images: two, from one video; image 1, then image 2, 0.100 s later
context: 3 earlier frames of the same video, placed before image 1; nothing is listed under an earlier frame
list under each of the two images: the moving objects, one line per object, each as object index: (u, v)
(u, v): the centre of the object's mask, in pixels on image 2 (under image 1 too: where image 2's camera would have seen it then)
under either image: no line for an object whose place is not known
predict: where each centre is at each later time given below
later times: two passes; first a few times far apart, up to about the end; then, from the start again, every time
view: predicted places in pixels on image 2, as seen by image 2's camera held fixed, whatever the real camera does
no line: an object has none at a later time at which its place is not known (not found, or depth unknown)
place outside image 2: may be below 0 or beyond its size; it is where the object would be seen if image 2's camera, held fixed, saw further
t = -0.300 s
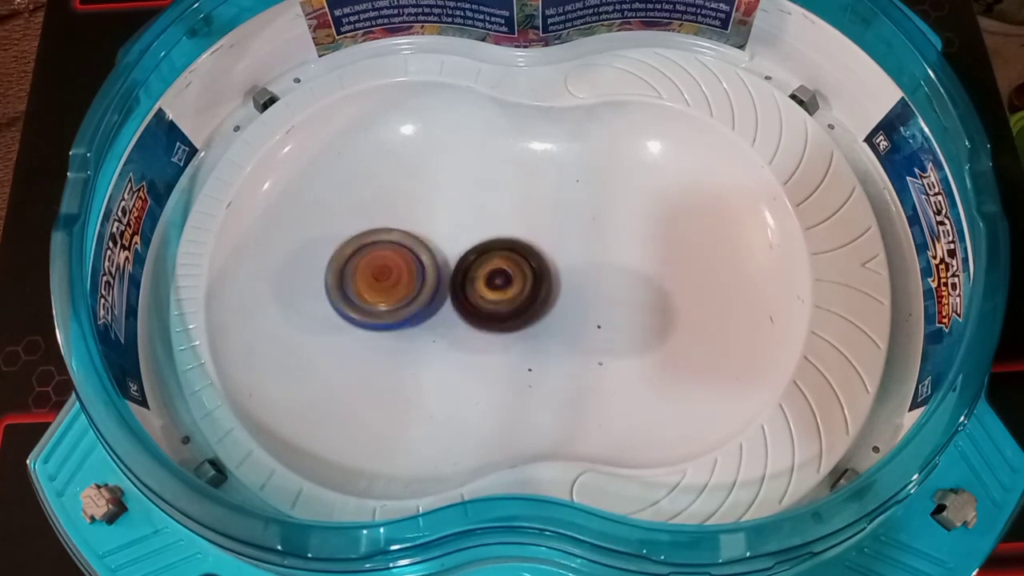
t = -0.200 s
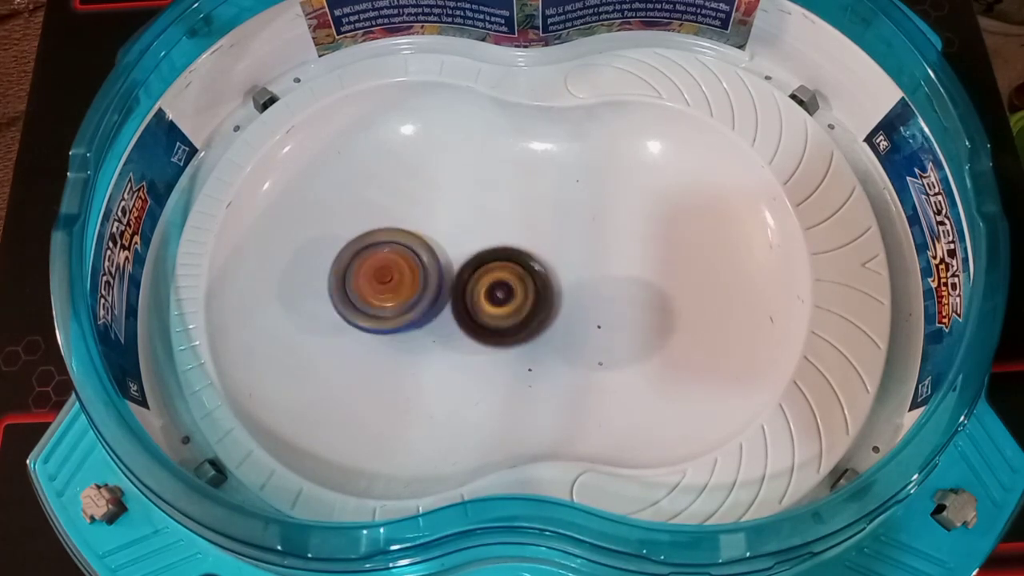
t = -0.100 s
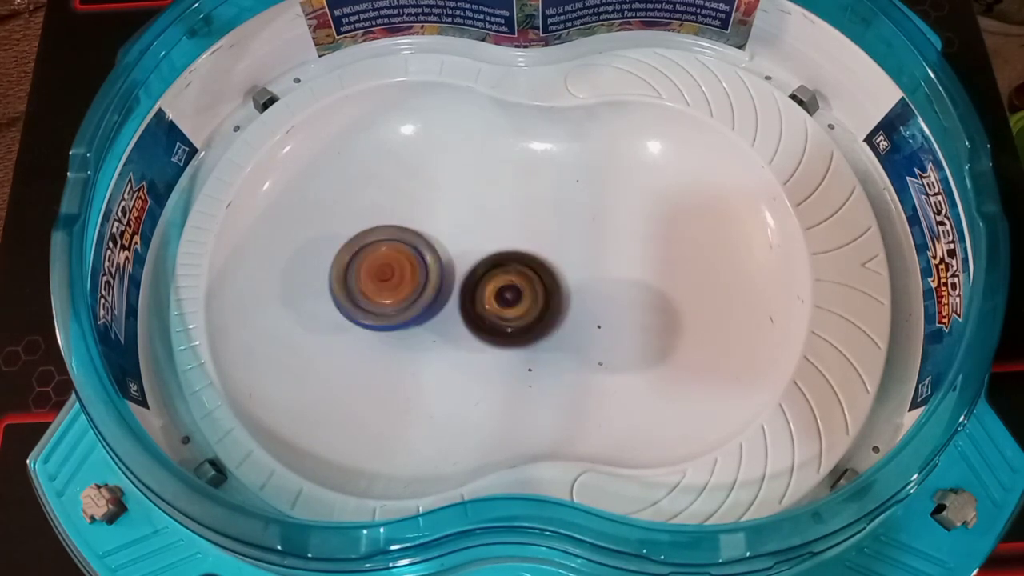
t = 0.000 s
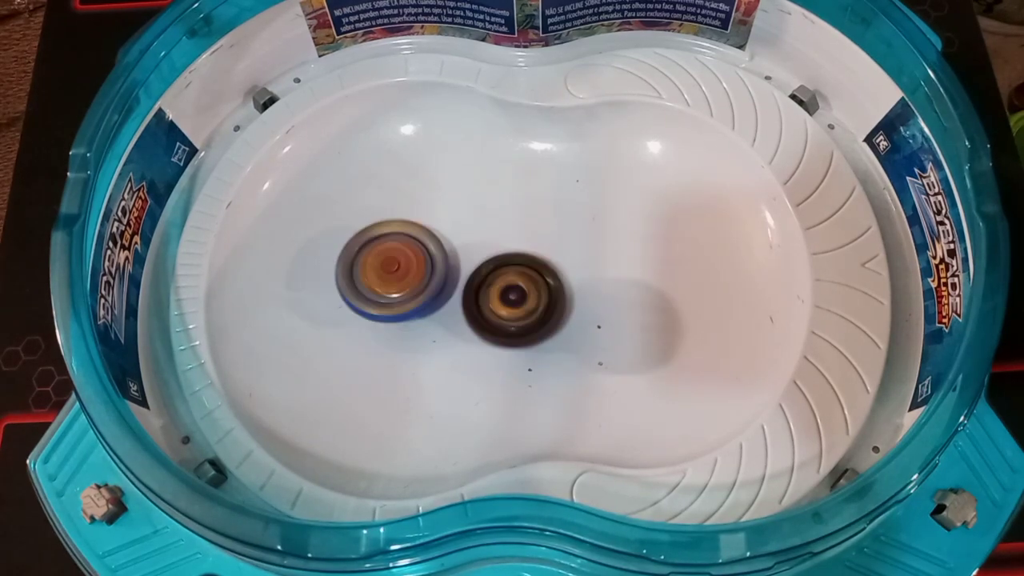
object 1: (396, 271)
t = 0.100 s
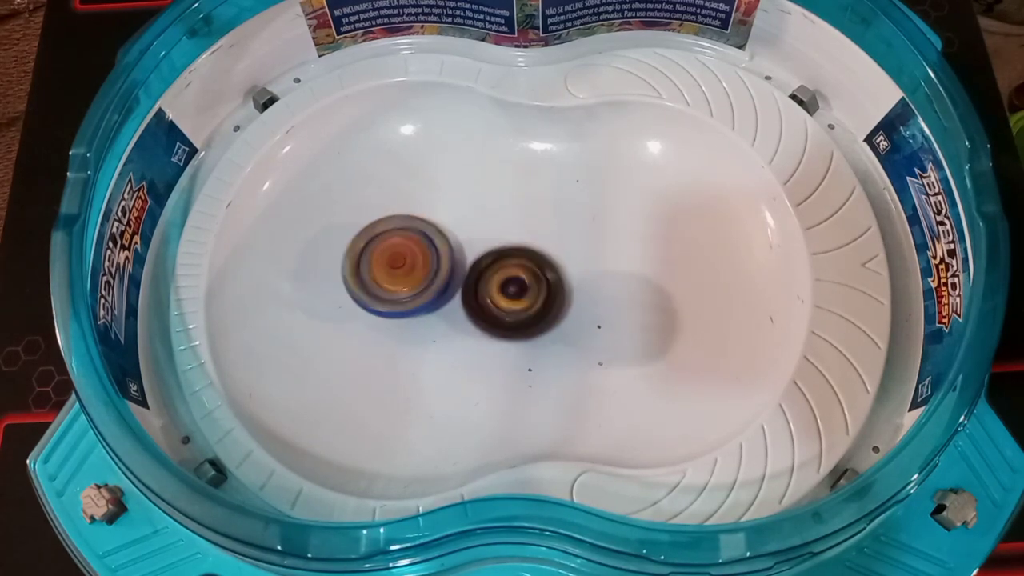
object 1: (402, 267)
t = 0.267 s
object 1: (405, 261)
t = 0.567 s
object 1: (392, 254)
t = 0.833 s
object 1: (406, 267)
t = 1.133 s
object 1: (411, 285)
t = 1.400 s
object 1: (402, 299)
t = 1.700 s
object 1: (409, 295)
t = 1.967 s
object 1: (396, 279)
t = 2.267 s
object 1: (378, 272)
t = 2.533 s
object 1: (379, 278)
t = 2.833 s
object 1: (388, 275)
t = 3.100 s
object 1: (387, 273)
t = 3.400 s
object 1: (399, 262)
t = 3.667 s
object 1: (382, 283)
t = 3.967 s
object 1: (376, 282)
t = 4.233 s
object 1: (383, 271)
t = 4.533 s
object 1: (378, 304)
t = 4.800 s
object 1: (379, 273)
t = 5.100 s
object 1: (380, 281)
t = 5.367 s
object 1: (380, 275)
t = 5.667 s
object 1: (380, 279)
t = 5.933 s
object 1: (380, 277)
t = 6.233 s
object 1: (379, 276)
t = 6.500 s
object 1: (379, 274)
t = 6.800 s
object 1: (379, 274)
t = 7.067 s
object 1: (379, 274)
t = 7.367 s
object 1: (379, 274)
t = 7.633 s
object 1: (379, 275)
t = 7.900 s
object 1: (379, 275)
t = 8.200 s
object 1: (379, 275)
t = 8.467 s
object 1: (379, 274)
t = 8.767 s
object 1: (379, 274)
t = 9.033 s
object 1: (379, 275)
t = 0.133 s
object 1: (405, 265)
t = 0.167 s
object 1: (406, 263)
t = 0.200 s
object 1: (408, 262)
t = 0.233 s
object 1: (408, 260)
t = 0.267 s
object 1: (405, 261)
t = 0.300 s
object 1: (406, 260)
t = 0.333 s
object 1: (405, 257)
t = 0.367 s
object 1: (401, 256)
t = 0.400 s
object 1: (397, 255)
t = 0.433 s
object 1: (395, 255)
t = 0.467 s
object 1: (394, 254)
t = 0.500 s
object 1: (392, 253)
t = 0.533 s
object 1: (391, 255)
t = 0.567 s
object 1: (392, 254)
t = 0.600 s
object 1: (392, 255)
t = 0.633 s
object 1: (393, 256)
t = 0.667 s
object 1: (394, 259)
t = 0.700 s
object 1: (396, 261)
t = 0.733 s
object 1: (398, 261)
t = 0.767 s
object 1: (399, 262)
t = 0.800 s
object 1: (402, 265)
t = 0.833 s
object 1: (406, 267)
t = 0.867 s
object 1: (409, 268)
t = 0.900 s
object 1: (411, 269)
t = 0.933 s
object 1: (413, 271)
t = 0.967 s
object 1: (415, 273)
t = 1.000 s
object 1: (418, 275)
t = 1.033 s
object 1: (419, 277)
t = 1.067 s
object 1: (419, 279)
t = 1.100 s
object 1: (415, 283)
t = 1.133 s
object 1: (411, 285)
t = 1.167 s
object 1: (409, 289)
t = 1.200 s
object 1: (410, 290)
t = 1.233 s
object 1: (410, 289)
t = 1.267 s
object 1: (408, 288)
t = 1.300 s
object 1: (405, 288)
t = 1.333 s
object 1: (402, 292)
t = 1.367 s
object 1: (402, 297)
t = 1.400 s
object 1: (402, 299)
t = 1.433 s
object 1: (403, 301)
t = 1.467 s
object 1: (403, 303)
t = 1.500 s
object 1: (403, 306)
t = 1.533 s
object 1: (405, 305)
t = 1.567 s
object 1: (405, 303)
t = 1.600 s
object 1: (403, 304)
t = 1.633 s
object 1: (405, 305)
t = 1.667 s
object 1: (407, 301)
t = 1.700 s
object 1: (409, 295)
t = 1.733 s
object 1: (408, 292)
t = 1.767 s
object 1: (406, 291)
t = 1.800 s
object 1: (406, 291)
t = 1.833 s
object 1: (405, 289)
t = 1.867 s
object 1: (405, 287)
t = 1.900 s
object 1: (403, 283)
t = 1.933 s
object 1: (399, 280)
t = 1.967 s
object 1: (396, 279)
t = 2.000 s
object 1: (394, 278)
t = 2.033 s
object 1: (392, 278)
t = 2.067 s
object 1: (392, 276)
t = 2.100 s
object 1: (389, 274)
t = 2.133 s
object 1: (385, 273)
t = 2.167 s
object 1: (381, 273)
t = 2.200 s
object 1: (377, 275)
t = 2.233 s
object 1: (379, 276)
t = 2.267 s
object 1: (378, 272)
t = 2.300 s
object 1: (377, 272)
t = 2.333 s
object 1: (379, 273)
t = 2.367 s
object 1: (380, 274)
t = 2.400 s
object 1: (380, 275)
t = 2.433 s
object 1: (379, 278)
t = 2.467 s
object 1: (380, 281)
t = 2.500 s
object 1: (380, 279)
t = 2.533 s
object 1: (379, 278)
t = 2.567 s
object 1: (376, 280)
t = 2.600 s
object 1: (378, 284)
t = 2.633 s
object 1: (381, 282)
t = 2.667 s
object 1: (382, 280)
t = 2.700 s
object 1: (383, 279)
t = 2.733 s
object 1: (382, 279)
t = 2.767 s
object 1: (383, 279)
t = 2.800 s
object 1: (386, 278)
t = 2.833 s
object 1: (388, 275)
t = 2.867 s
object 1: (389, 272)
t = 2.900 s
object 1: (390, 268)
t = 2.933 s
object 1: (388, 266)
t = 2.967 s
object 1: (387, 265)
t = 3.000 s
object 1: (386, 266)
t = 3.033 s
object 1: (385, 268)
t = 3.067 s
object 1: (385, 271)
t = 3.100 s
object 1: (387, 273)
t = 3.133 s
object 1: (389, 276)
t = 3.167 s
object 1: (394, 278)
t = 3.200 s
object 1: (400, 274)
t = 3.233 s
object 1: (403, 271)
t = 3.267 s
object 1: (403, 267)
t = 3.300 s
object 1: (402, 264)
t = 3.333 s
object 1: (401, 263)
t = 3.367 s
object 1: (399, 262)
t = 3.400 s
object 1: (399, 262)
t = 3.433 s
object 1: (396, 262)
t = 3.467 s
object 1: (391, 262)
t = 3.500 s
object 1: (388, 265)
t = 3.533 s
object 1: (386, 269)
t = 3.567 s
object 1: (385, 274)
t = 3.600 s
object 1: (381, 279)
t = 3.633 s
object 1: (383, 282)
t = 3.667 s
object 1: (382, 283)
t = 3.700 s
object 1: (383, 282)
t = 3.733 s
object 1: (382, 282)
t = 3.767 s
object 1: (382, 282)
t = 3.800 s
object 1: (380, 283)
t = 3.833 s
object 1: (377, 283)
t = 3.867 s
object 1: (376, 282)
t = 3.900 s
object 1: (375, 282)
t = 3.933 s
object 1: (375, 282)
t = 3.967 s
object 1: (376, 282)
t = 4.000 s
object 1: (377, 281)
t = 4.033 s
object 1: (380, 279)
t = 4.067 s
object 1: (382, 277)
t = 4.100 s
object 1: (384, 274)
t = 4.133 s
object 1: (385, 271)
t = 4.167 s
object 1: (385, 269)
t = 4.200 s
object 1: (384, 269)
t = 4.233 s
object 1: (383, 271)
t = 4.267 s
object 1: (382, 274)
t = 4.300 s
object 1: (383, 279)
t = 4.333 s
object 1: (384, 284)
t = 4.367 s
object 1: (384, 289)
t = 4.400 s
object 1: (384, 294)
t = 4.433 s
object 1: (382, 298)
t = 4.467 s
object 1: (380, 302)
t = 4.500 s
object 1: (378, 304)
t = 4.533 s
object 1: (378, 304)
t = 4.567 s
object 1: (379, 303)
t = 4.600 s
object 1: (381, 300)
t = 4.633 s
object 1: (382, 296)
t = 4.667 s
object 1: (383, 291)
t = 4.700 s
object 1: (383, 284)
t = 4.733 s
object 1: (379, 278)
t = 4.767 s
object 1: (380, 275)
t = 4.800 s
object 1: (379, 273)
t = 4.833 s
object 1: (378, 273)
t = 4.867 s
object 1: (378, 273)
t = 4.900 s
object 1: (379, 273)
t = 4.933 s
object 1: (379, 274)
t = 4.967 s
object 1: (380, 276)
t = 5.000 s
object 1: (380, 277)
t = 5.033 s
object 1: (380, 278)
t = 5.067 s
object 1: (380, 279)
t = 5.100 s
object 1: (380, 281)
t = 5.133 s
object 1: (380, 281)
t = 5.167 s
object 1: (379, 281)
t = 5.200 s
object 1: (380, 280)
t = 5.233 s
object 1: (380, 279)
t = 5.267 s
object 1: (380, 278)
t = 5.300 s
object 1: (380, 277)
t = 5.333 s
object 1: (380, 276)
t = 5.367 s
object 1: (380, 275)
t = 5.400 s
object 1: (379, 274)
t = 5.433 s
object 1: (379, 274)
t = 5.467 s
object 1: (379, 274)
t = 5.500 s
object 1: (379, 275)
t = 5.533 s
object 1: (379, 276)
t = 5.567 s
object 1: (379, 277)
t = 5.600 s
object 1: (379, 278)
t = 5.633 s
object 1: (380, 278)
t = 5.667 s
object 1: (380, 279)
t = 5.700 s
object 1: (380, 280)
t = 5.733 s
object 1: (380, 281)
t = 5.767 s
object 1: (380, 281)
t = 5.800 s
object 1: (380, 280)
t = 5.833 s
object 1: (380, 279)
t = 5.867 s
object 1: (380, 278)
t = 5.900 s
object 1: (380, 278)
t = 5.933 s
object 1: (380, 277)
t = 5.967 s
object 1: (380, 277)
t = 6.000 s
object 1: (380, 277)
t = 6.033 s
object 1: (379, 277)
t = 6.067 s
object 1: (379, 276)
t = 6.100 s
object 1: (379, 275)
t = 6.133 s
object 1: (379, 274)
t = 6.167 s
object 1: (379, 274)
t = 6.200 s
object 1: (379, 274)
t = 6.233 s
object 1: (379, 276)
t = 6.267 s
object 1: (379, 276)
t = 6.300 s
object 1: (379, 277)
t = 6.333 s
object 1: (379, 277)
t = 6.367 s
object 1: (379, 277)
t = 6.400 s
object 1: (380, 276)
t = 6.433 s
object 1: (379, 276)
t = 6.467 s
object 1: (379, 275)
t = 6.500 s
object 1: (379, 274)
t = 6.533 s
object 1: (379, 274)
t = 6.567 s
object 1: (379, 274)
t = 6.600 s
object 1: (379, 275)
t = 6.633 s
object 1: (379, 276)
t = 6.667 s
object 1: (379, 276)
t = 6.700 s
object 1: (379, 276)
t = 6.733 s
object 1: (379, 276)
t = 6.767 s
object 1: (379, 275)
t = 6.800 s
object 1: (379, 274)
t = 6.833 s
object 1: (379, 274)
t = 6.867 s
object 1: (379, 275)
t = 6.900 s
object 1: (379, 275)
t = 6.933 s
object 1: (379, 276)
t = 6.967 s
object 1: (379, 276)
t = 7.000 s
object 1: (379, 276)
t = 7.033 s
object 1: (379, 275)
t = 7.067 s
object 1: (379, 274)
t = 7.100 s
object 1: (379, 274)
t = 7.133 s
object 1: (379, 275)
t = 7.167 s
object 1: (379, 276)
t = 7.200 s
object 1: (379, 276)
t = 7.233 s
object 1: (379, 276)
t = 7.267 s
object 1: (379, 275)
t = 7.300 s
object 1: (379, 274)
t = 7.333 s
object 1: (379, 274)
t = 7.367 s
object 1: (379, 274)
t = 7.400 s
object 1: (379, 275)
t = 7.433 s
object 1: (379, 276)
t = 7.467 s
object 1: (379, 276)
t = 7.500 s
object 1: (379, 275)
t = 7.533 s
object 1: (379, 274)
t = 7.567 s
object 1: (379, 274)
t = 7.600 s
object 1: (379, 275)
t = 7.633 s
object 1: (379, 275)
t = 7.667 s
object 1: (379, 275)
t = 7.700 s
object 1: (379, 275)
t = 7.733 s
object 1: (379, 274)
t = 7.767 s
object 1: (379, 274)
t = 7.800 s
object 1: (379, 275)
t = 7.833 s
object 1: (379, 275)
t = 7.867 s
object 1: (379, 275)
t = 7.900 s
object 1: (379, 275)
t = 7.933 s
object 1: (379, 274)
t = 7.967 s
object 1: (379, 274)
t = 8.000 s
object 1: (379, 275)
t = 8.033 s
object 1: (379, 275)
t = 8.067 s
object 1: (379, 275)
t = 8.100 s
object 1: (379, 274)
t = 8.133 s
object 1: (379, 274)
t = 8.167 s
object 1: (379, 275)
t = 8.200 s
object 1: (379, 275)
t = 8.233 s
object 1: (379, 275)
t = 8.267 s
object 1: (379, 275)
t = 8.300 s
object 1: (379, 274)
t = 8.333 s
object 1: (379, 275)
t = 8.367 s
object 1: (379, 275)
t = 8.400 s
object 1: (379, 275)
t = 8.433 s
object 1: (379, 275)
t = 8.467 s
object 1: (379, 274)
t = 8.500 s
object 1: (379, 275)
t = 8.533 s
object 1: (379, 275)
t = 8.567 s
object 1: (379, 275)
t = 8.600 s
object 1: (379, 274)
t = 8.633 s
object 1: (379, 274)
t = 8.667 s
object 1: (379, 275)
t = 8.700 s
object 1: (379, 275)
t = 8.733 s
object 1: (379, 275)
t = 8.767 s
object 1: (379, 274)
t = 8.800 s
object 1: (379, 275)
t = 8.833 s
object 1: (379, 275)
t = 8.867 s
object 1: (379, 275)
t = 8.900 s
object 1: (379, 274)
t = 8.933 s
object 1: (379, 274)
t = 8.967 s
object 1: (379, 275)
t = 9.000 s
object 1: (379, 275)
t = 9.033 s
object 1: (379, 275)
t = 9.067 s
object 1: (379, 274)
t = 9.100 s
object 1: (379, 275)
